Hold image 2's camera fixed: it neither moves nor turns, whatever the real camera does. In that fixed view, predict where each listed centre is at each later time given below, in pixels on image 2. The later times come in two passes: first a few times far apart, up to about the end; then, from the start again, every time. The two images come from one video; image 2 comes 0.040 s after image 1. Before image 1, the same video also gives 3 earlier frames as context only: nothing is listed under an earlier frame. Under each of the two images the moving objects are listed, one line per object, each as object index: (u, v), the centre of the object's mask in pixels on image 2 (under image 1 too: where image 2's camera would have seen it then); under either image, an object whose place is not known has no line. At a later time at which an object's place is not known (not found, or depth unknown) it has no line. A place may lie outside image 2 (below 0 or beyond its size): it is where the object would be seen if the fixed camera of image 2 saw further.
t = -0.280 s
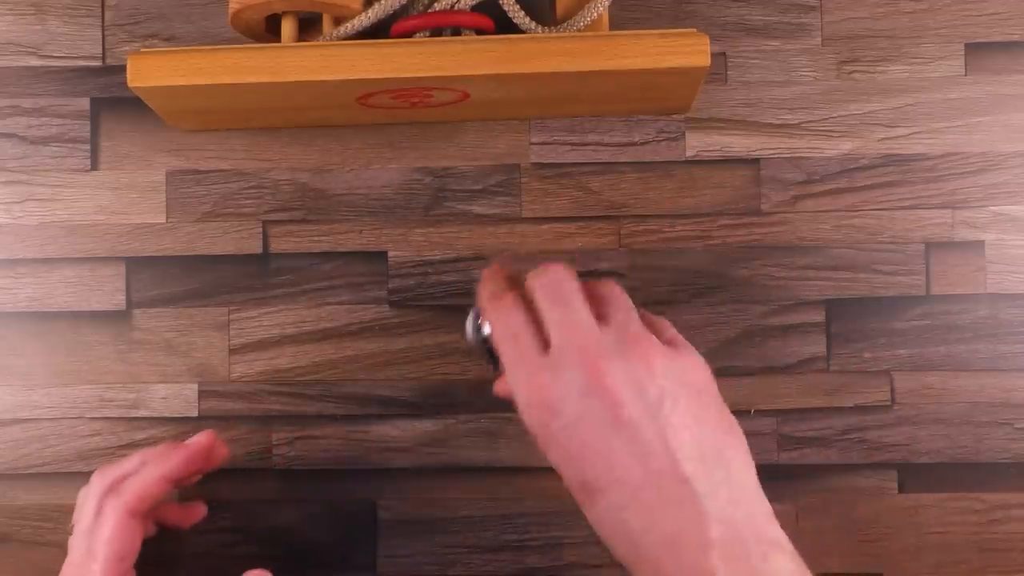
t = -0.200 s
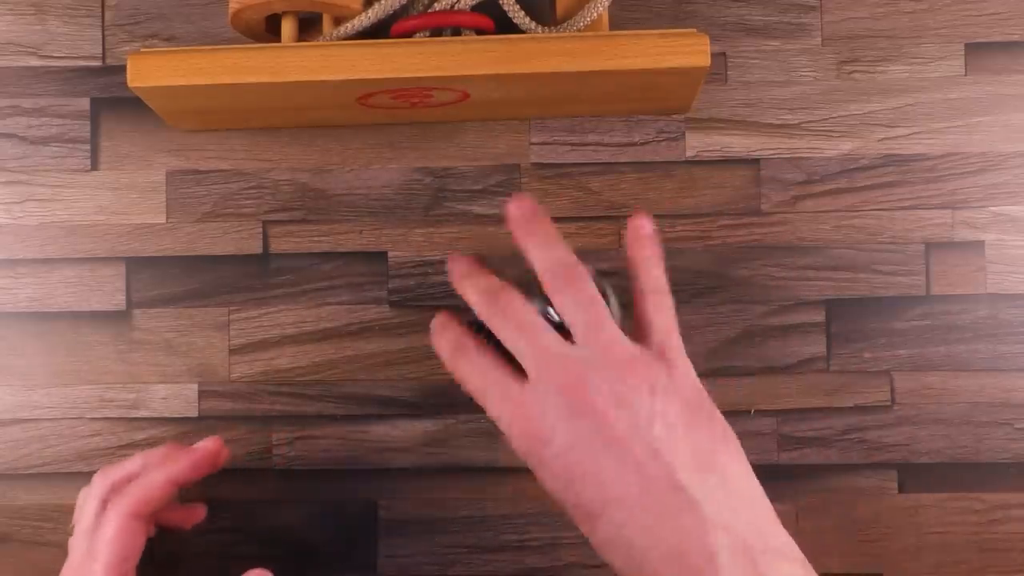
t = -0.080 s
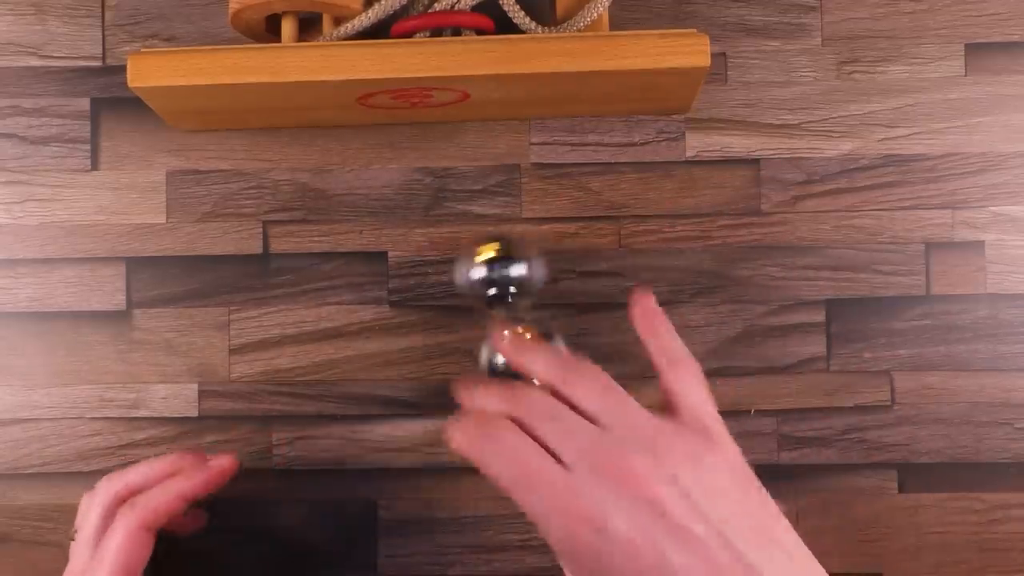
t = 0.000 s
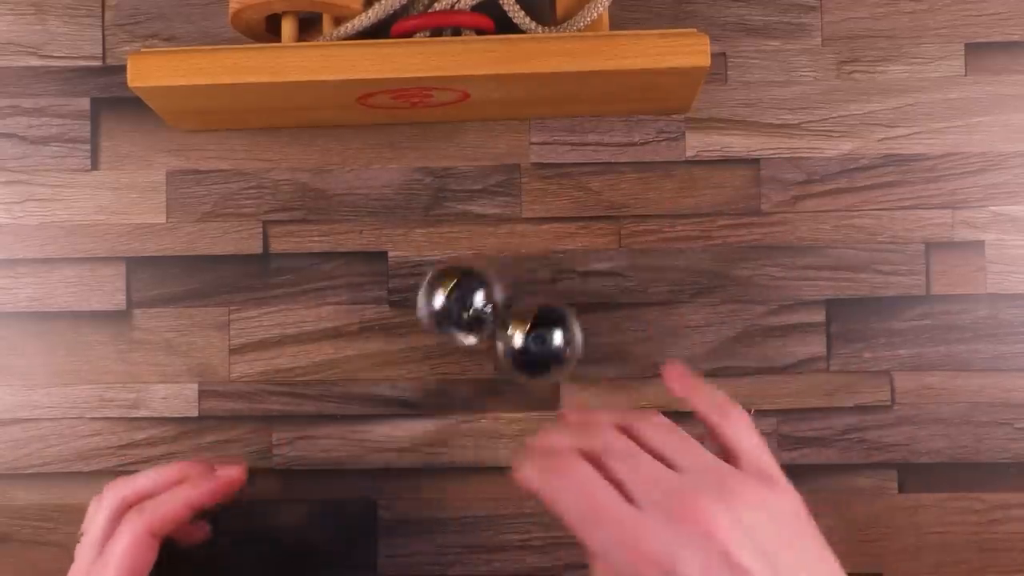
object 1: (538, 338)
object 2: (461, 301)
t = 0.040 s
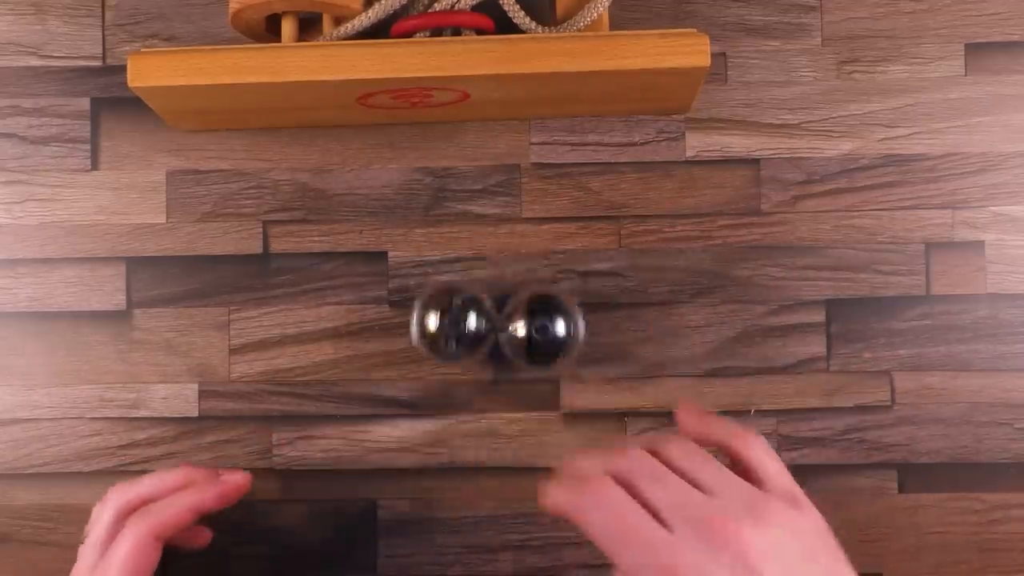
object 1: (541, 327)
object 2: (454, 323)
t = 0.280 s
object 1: (496, 305)
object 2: (549, 376)
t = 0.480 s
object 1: (492, 346)
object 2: (561, 291)
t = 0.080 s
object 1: (539, 318)
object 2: (457, 343)
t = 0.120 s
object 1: (534, 309)
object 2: (466, 368)
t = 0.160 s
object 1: (526, 300)
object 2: (484, 380)
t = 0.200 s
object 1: (515, 300)
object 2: (506, 389)
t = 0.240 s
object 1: (506, 300)
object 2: (528, 386)
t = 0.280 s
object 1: (496, 305)
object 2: (549, 376)
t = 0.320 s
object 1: (491, 312)
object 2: (564, 364)
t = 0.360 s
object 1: (488, 319)
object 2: (573, 342)
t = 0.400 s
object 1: (488, 328)
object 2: (574, 321)
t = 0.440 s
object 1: (490, 335)
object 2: (569, 304)
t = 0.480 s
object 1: (492, 346)
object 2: (561, 291)
